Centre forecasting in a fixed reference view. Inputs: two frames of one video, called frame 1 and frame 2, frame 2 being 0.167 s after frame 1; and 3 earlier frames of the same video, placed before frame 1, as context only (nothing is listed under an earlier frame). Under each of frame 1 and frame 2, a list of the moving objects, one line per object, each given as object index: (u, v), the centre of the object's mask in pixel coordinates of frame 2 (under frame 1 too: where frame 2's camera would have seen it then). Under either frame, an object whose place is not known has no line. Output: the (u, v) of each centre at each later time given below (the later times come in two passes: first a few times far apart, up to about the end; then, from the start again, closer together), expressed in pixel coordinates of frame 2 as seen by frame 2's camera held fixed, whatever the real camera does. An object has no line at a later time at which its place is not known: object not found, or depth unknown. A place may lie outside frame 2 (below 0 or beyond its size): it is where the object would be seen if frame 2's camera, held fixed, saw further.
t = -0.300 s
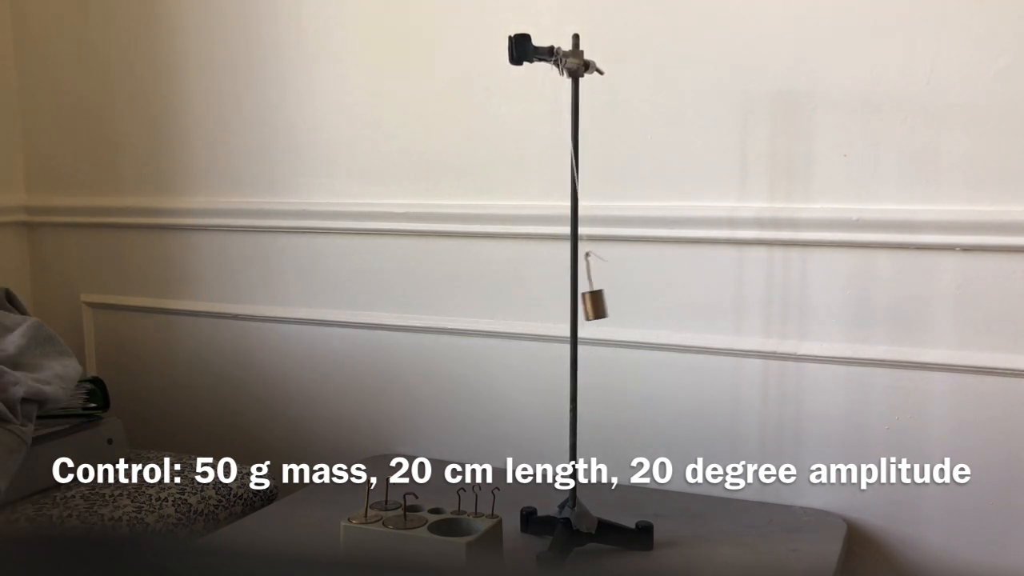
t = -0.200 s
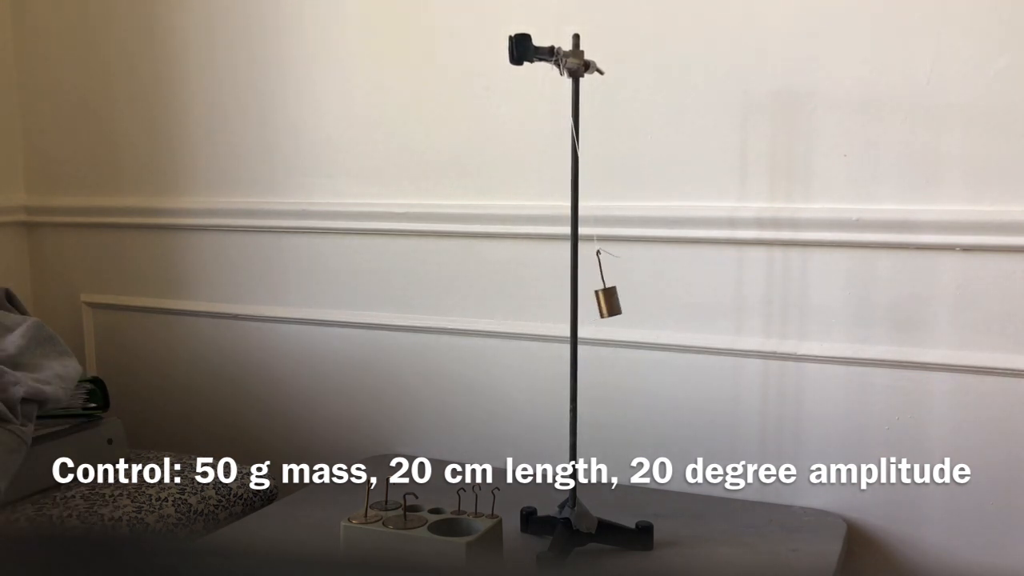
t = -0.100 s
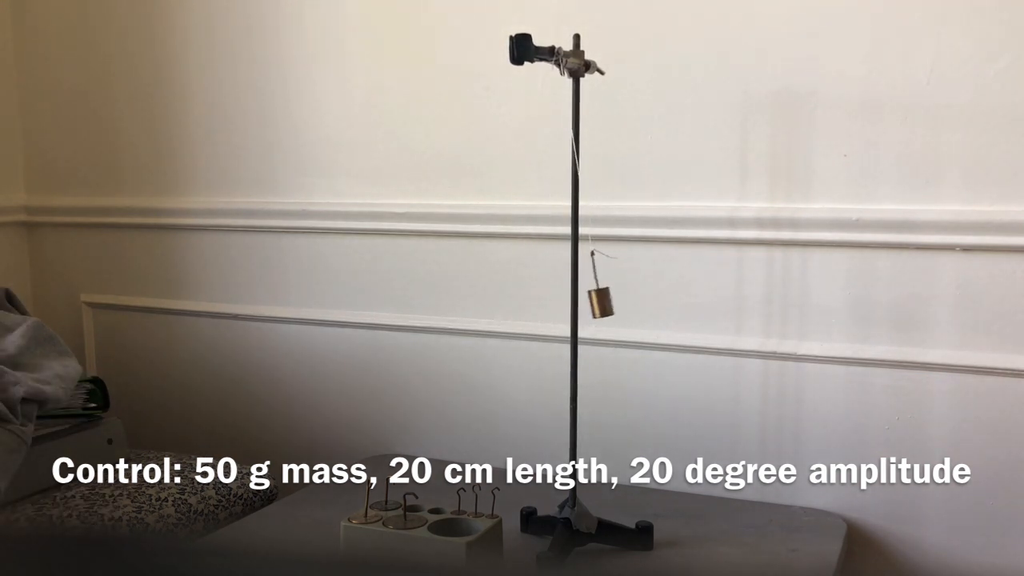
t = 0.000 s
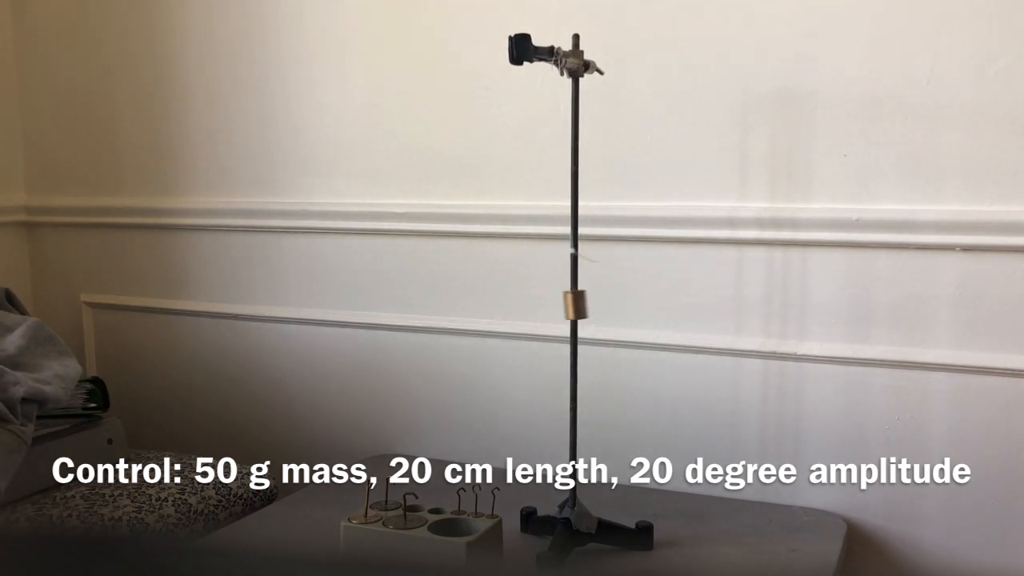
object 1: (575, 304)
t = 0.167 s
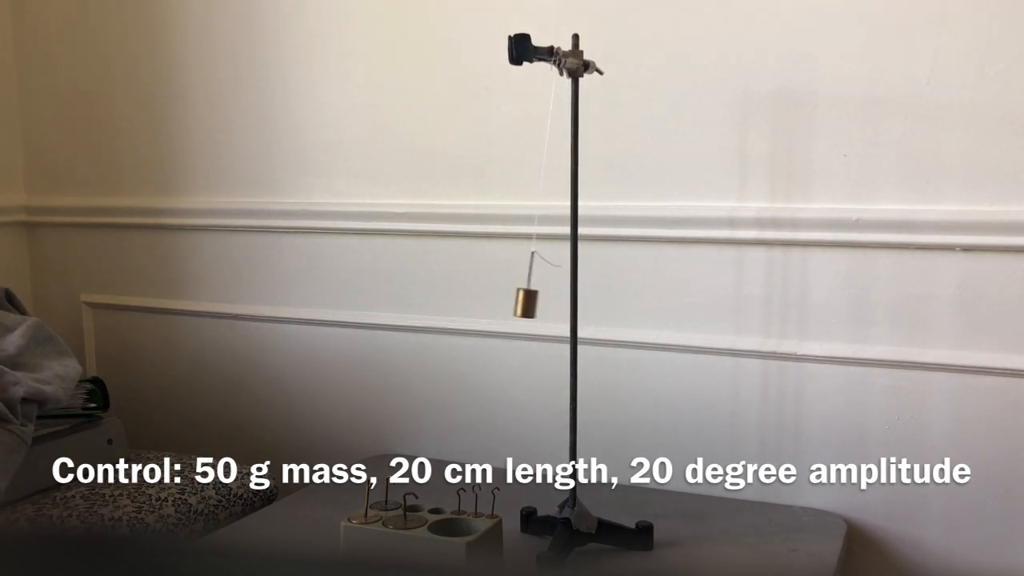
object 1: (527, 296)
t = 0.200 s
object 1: (520, 296)
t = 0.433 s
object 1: (536, 298)
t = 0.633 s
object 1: (594, 296)
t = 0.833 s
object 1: (597, 295)
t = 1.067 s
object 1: (534, 296)
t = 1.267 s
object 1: (518, 296)
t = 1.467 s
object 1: (568, 299)
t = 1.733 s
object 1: (600, 295)
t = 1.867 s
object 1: (570, 304)
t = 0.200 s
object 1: (520, 296)
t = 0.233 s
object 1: (516, 296)
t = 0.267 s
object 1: (514, 295)
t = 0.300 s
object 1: (514, 296)
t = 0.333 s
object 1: (516, 296)
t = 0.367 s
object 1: (521, 297)
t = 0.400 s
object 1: (528, 298)
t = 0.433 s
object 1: (536, 298)
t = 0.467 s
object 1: (545, 298)
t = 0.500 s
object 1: (555, 298)
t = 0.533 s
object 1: (565, 298)
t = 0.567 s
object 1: (577, 306)
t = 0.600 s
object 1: (586, 297)
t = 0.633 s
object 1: (594, 296)
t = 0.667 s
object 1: (600, 296)
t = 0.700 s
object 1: (604, 296)
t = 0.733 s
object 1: (606, 295)
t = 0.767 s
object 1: (605, 295)
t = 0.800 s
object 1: (603, 295)
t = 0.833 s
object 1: (597, 295)
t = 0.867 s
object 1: (590, 295)
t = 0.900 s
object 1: (583, 297)
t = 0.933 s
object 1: (573, 304)
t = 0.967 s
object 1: (562, 296)
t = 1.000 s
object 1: (552, 296)
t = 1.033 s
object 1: (543, 296)
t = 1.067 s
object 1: (534, 296)
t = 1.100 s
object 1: (526, 295)
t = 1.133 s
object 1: (520, 295)
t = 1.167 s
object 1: (516, 294)
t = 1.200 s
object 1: (515, 295)
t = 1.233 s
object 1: (515, 295)
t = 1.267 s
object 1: (518, 296)
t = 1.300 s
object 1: (523, 296)
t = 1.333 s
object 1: (530, 297)
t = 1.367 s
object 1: (538, 297)
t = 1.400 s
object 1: (548, 297)
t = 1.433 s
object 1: (557, 298)
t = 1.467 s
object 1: (568, 299)
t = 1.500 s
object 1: (579, 305)
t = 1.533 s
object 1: (587, 298)
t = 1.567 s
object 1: (594, 296)
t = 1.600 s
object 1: (600, 296)
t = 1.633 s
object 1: (604, 295)
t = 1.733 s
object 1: (600, 295)
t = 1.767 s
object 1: (595, 295)
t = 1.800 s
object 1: (588, 295)
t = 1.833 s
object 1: (580, 298)
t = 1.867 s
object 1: (570, 304)
